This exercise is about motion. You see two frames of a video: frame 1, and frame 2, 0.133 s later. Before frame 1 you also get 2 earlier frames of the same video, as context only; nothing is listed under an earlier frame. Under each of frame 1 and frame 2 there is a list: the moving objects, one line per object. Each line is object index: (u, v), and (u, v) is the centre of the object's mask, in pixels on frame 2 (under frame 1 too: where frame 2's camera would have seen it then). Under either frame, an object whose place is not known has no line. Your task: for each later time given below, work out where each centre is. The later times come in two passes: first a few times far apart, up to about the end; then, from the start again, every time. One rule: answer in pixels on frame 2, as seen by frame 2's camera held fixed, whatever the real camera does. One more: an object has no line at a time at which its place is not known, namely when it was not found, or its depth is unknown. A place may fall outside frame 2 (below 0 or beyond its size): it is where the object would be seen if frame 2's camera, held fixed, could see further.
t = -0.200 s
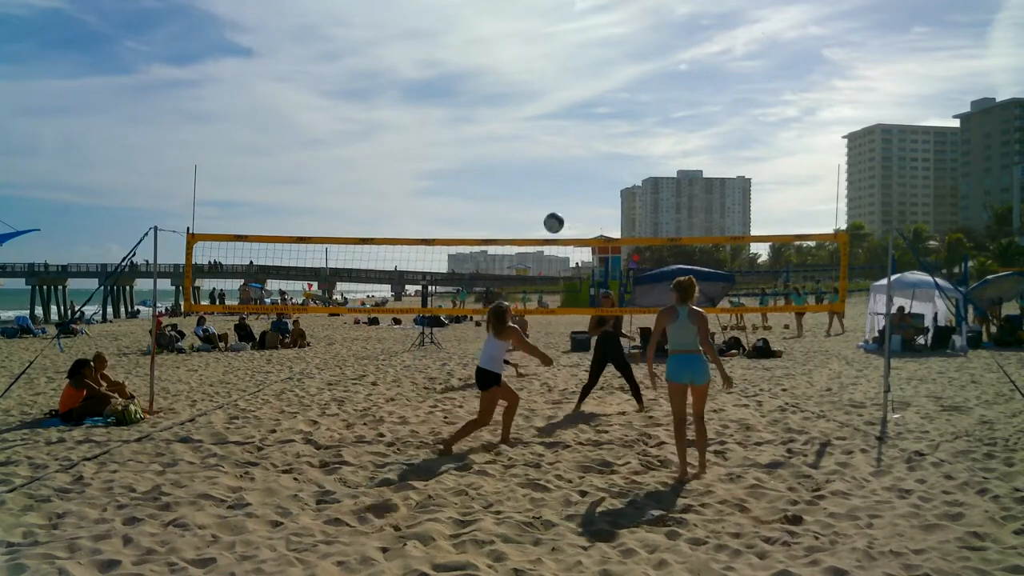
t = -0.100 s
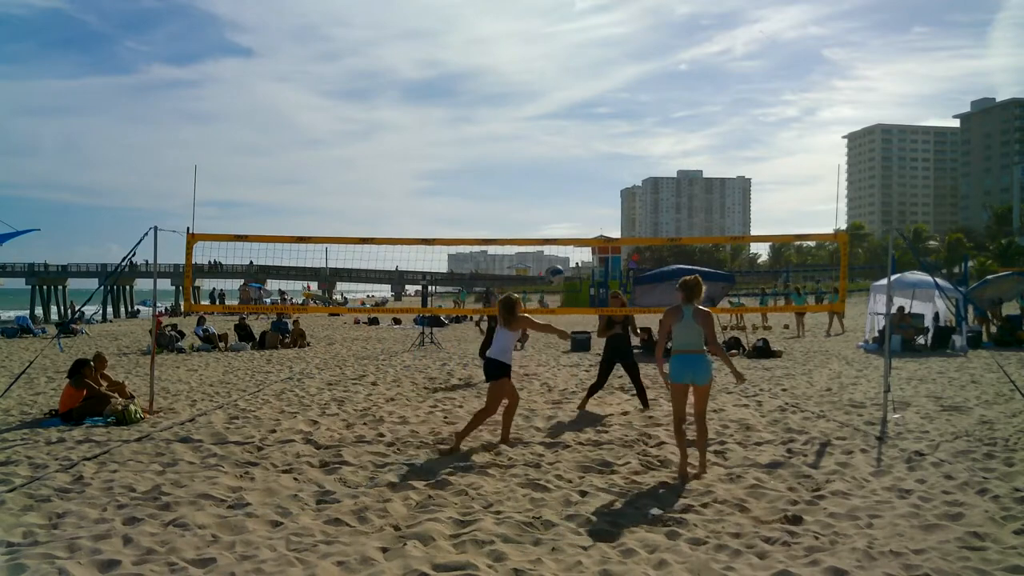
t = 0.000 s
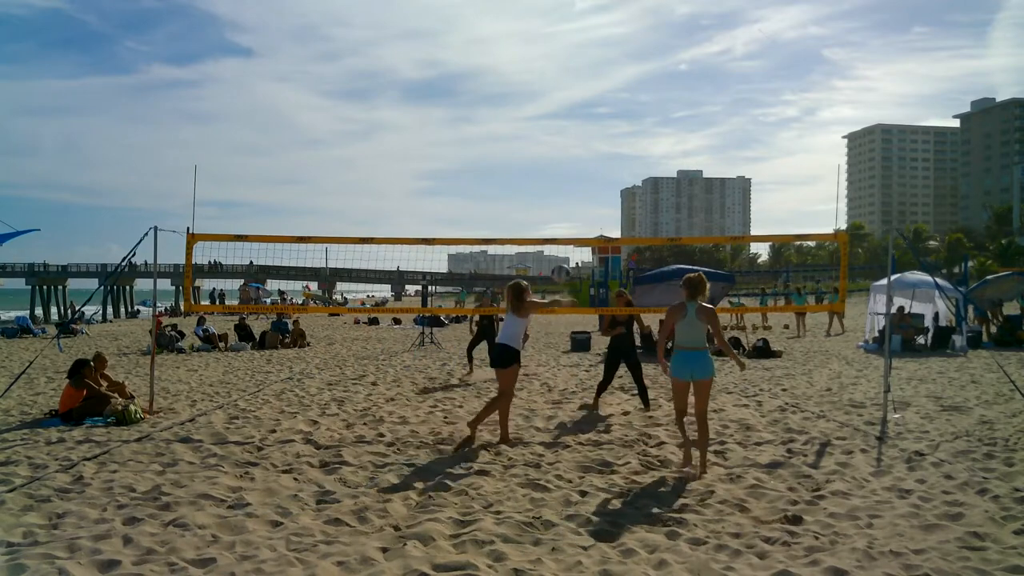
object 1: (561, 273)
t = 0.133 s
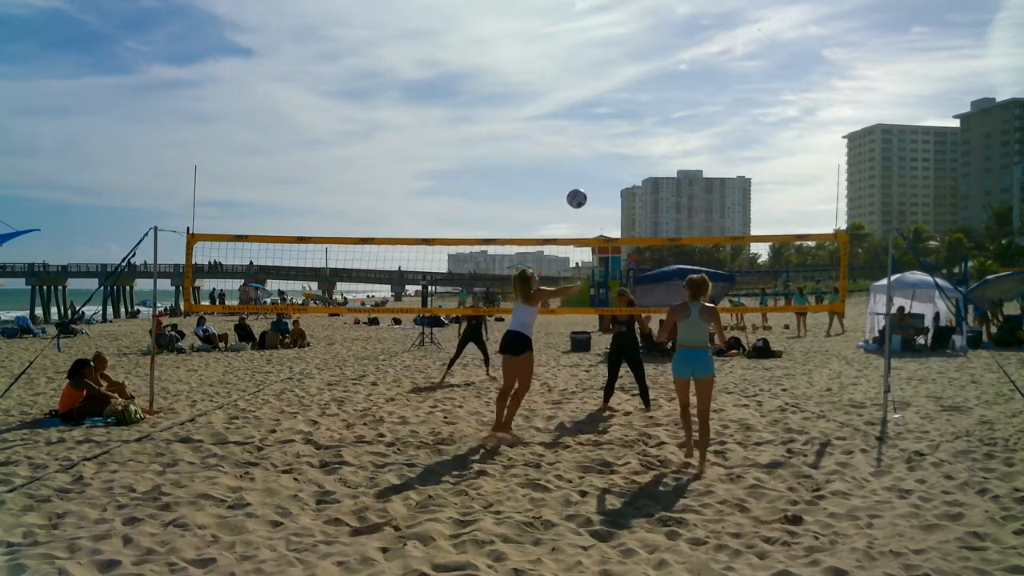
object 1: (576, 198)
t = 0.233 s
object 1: (588, 151)
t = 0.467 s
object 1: (616, 76)
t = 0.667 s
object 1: (642, 50)
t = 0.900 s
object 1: (673, 65)
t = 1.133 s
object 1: (704, 130)
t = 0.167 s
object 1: (580, 182)
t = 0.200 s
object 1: (584, 166)
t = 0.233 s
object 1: (588, 151)
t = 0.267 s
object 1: (592, 137)
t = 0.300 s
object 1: (596, 125)
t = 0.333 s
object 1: (600, 113)
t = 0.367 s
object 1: (604, 102)
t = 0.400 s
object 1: (608, 93)
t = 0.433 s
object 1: (612, 84)
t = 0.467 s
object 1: (616, 76)
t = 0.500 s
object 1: (621, 69)
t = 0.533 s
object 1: (625, 63)
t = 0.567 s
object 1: (630, 58)
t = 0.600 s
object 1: (634, 55)
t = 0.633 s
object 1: (638, 52)
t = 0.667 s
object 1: (642, 50)
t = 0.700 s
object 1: (647, 49)
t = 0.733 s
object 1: (651, 49)
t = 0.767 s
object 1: (655, 51)
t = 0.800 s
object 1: (660, 53)
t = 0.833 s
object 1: (664, 56)
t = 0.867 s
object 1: (668, 60)
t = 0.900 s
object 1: (673, 65)
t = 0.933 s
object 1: (677, 72)
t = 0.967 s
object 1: (682, 79)
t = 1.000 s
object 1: (686, 87)
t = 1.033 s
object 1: (691, 96)
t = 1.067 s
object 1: (696, 107)
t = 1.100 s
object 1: (700, 118)
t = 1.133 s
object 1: (704, 130)
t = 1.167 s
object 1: (709, 144)
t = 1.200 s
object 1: (713, 158)
